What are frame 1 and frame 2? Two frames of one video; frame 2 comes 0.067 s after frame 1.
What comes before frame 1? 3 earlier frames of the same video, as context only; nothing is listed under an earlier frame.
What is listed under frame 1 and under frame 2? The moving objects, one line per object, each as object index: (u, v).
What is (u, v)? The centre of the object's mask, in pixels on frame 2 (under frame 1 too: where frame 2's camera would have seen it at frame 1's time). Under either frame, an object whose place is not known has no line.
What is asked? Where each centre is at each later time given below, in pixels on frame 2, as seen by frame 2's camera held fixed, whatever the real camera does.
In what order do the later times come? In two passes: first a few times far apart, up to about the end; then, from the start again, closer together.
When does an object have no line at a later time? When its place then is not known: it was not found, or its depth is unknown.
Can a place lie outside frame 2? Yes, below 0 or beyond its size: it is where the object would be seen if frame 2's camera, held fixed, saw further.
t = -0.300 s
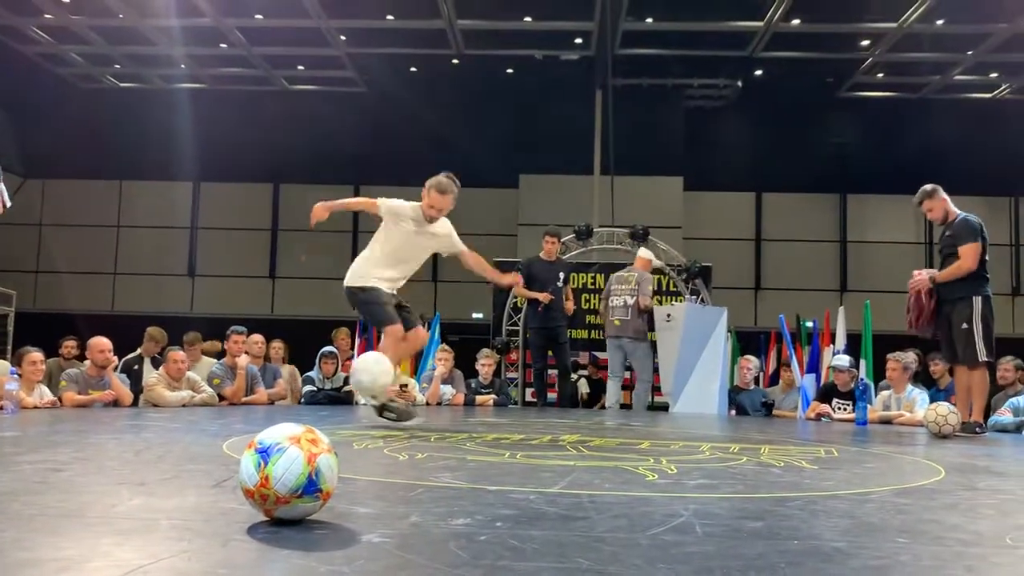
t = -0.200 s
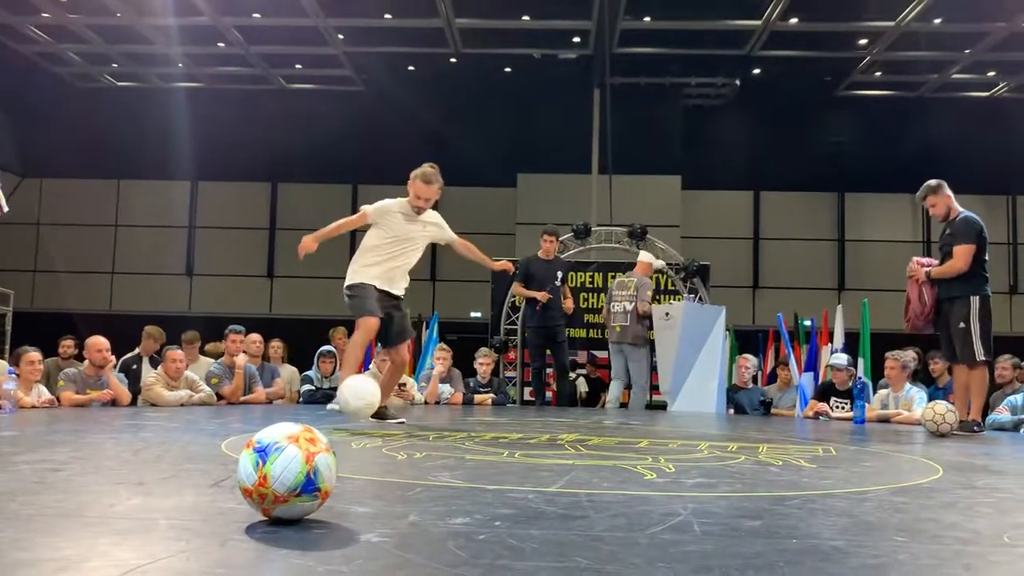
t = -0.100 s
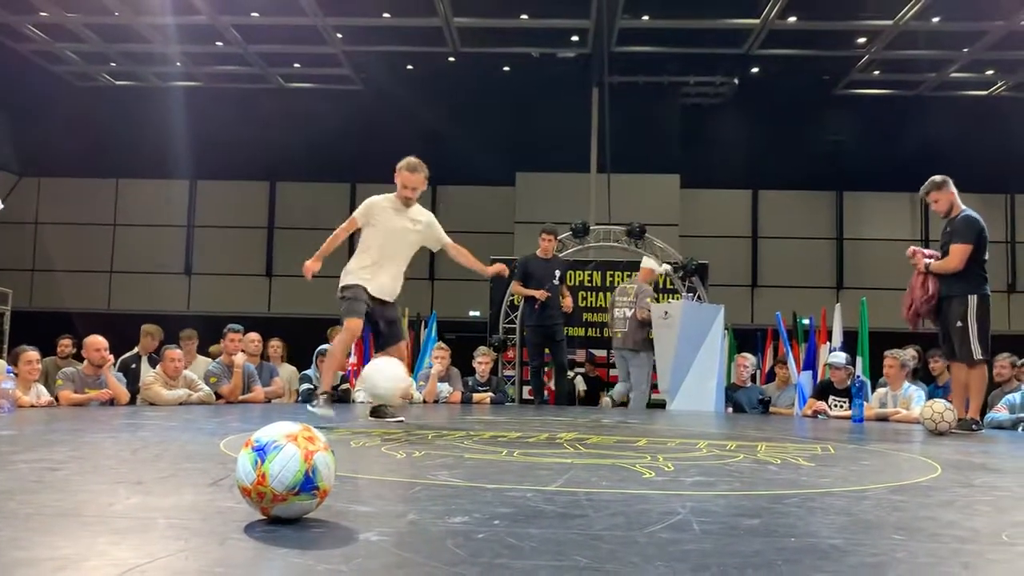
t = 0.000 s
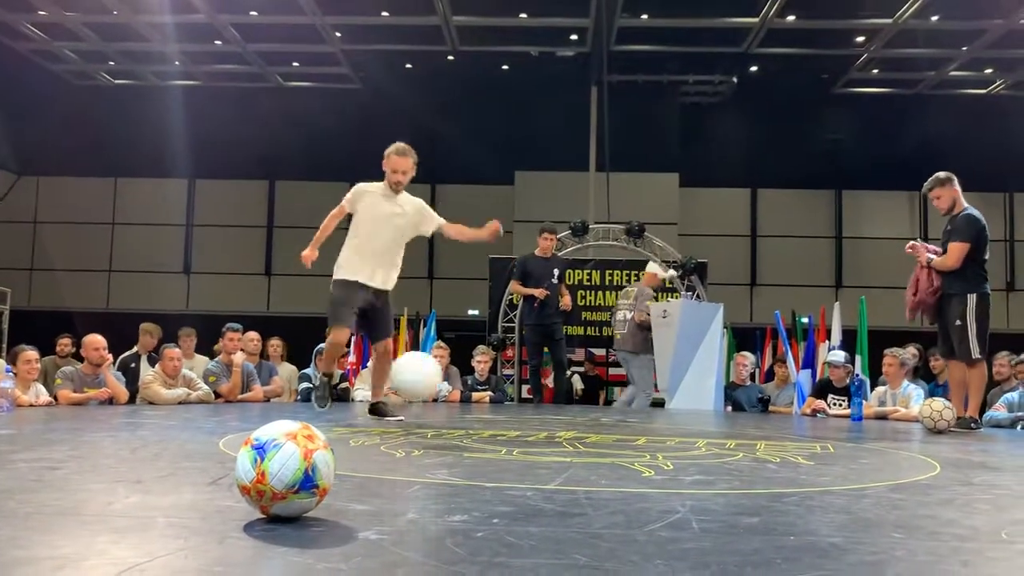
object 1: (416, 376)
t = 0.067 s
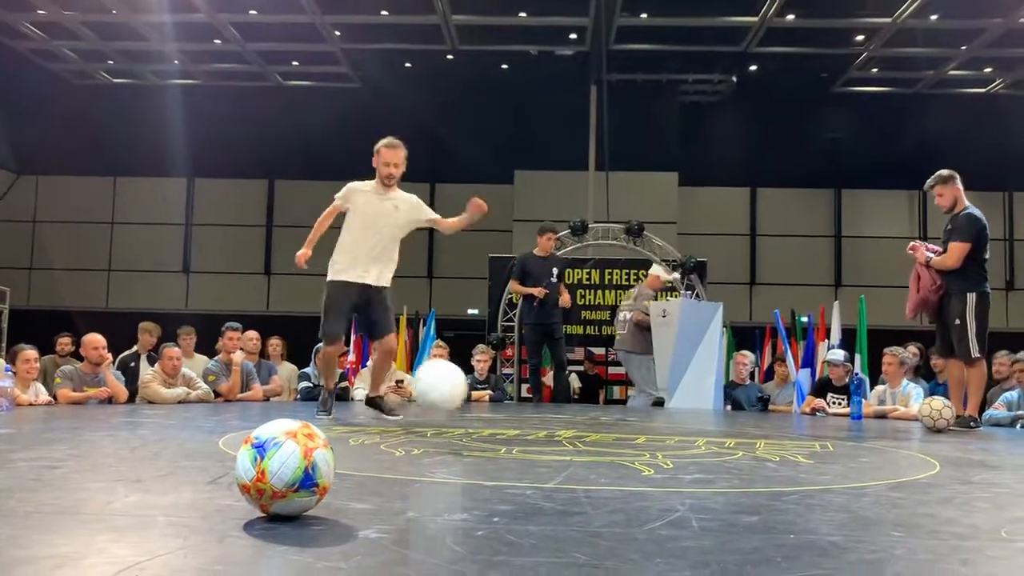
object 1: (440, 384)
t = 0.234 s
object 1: (497, 410)
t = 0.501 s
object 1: (568, 444)
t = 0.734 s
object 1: (656, 463)
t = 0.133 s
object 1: (465, 408)
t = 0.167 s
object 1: (479, 425)
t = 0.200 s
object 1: (489, 420)
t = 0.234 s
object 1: (497, 410)
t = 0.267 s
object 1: (505, 405)
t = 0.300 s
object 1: (513, 401)
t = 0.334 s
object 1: (522, 401)
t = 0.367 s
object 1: (530, 403)
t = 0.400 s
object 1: (539, 409)
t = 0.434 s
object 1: (548, 418)
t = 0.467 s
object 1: (558, 433)
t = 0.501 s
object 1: (568, 444)
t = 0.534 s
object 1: (579, 435)
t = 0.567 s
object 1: (591, 431)
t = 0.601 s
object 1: (603, 430)
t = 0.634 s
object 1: (615, 430)
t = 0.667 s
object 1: (627, 437)
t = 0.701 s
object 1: (641, 446)
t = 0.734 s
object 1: (656, 463)
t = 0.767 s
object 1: (672, 455)
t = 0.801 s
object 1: (689, 452)
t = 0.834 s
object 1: (706, 451)
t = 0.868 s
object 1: (725, 461)
